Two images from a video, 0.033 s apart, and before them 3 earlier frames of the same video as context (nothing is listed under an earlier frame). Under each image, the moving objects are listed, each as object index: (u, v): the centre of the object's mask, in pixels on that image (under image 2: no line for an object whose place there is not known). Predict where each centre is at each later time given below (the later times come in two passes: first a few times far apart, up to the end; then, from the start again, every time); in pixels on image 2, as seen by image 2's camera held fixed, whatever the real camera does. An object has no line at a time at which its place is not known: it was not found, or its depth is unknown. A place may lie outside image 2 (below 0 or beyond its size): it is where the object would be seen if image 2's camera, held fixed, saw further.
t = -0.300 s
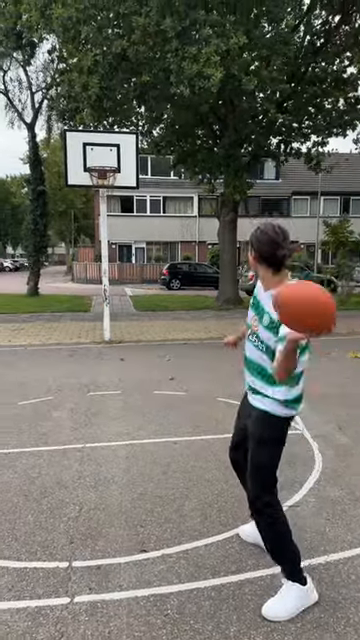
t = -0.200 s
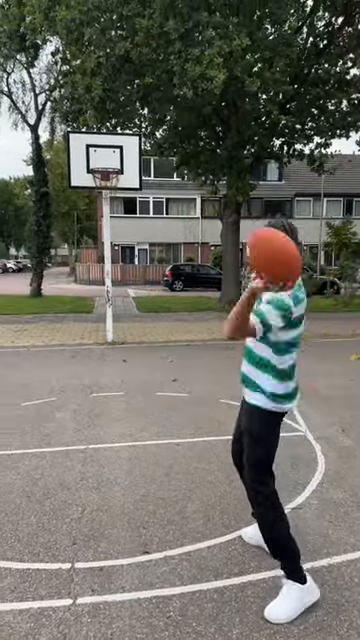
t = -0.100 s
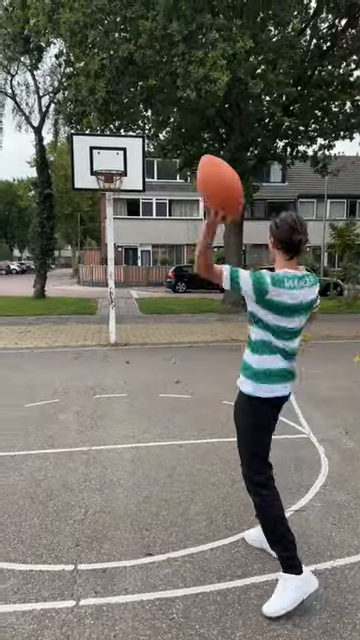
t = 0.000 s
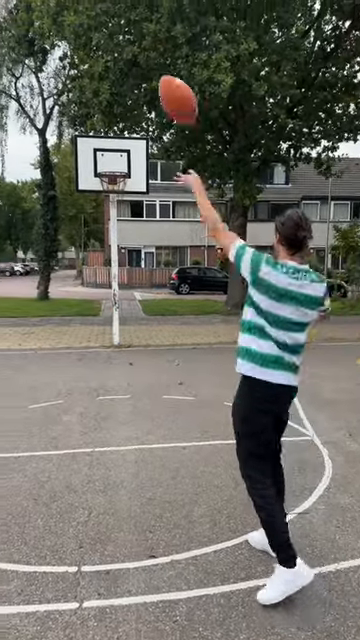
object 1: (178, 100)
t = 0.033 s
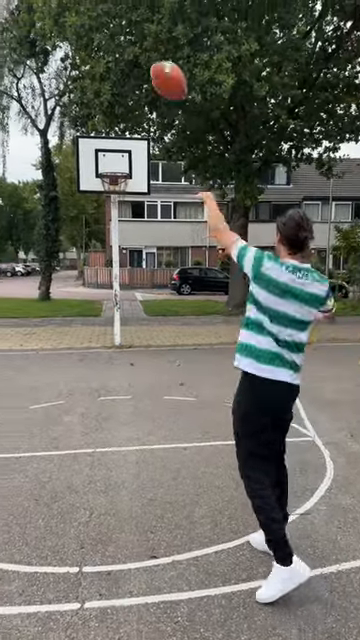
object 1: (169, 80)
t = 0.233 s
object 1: (132, 36)
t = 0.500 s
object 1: (110, 60)
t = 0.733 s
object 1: (102, 111)
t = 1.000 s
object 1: (109, 153)
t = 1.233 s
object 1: (131, 109)
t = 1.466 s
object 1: (156, 99)
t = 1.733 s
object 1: (187, 138)
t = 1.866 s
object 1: (203, 179)
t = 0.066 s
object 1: (160, 65)
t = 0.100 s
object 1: (152, 55)
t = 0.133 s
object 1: (146, 47)
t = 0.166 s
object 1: (141, 41)
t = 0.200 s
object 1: (136, 36)
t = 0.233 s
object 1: (132, 36)
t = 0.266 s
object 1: (129, 35)
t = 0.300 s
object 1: (125, 35)
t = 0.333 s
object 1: (122, 37)
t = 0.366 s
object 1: (120, 40)
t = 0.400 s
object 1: (117, 44)
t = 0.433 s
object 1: (114, 48)
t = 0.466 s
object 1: (112, 53)
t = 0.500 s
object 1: (110, 60)
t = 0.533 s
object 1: (108, 65)
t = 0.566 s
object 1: (107, 72)
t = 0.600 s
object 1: (107, 79)
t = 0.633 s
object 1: (105, 87)
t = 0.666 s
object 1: (104, 93)
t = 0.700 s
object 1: (104, 102)
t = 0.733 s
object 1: (102, 111)
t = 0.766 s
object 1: (102, 120)
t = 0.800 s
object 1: (101, 127)
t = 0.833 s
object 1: (100, 130)
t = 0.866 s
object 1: (101, 146)
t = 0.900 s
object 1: (103, 155)
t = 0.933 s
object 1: (104, 166)
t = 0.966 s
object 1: (106, 162)
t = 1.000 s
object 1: (109, 153)
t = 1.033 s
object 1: (113, 141)
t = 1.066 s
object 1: (115, 137)
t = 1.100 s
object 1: (118, 130)
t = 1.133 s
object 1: (122, 125)
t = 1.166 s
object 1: (125, 119)
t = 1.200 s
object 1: (128, 114)
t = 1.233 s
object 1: (131, 109)
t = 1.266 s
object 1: (135, 106)
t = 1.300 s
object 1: (139, 102)
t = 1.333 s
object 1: (142, 101)
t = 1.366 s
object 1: (145, 99)
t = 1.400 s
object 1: (149, 99)
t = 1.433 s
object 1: (152, 99)
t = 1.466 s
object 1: (156, 99)
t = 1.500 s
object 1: (160, 101)
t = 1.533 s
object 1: (164, 104)
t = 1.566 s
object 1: (168, 108)
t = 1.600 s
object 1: (171, 112)
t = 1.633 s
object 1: (175, 117)
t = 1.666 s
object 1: (179, 123)
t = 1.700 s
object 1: (182, 130)
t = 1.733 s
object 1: (187, 138)
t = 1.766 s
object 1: (191, 147)
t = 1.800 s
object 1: (195, 157)
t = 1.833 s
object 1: (199, 168)
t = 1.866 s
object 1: (203, 179)
